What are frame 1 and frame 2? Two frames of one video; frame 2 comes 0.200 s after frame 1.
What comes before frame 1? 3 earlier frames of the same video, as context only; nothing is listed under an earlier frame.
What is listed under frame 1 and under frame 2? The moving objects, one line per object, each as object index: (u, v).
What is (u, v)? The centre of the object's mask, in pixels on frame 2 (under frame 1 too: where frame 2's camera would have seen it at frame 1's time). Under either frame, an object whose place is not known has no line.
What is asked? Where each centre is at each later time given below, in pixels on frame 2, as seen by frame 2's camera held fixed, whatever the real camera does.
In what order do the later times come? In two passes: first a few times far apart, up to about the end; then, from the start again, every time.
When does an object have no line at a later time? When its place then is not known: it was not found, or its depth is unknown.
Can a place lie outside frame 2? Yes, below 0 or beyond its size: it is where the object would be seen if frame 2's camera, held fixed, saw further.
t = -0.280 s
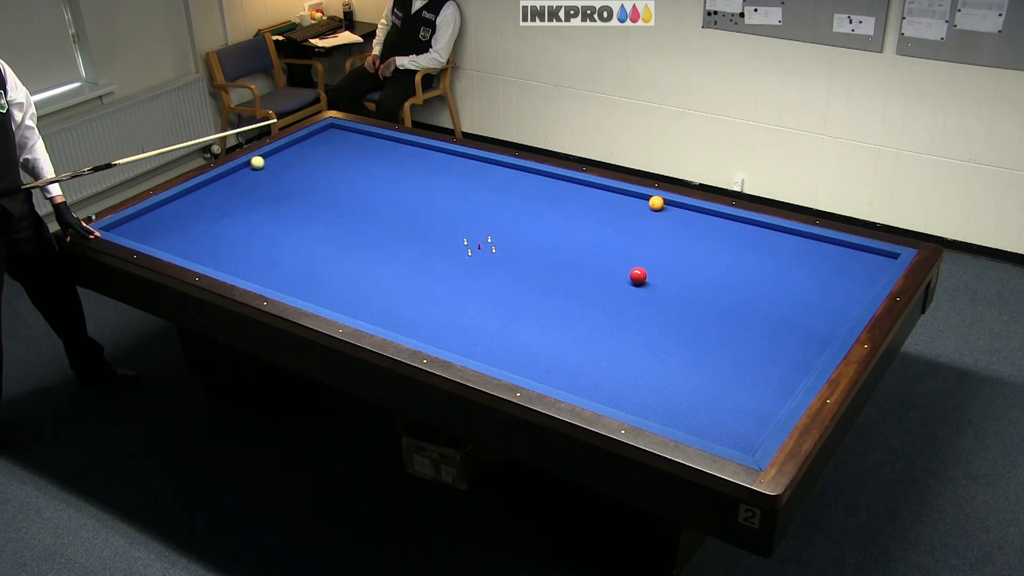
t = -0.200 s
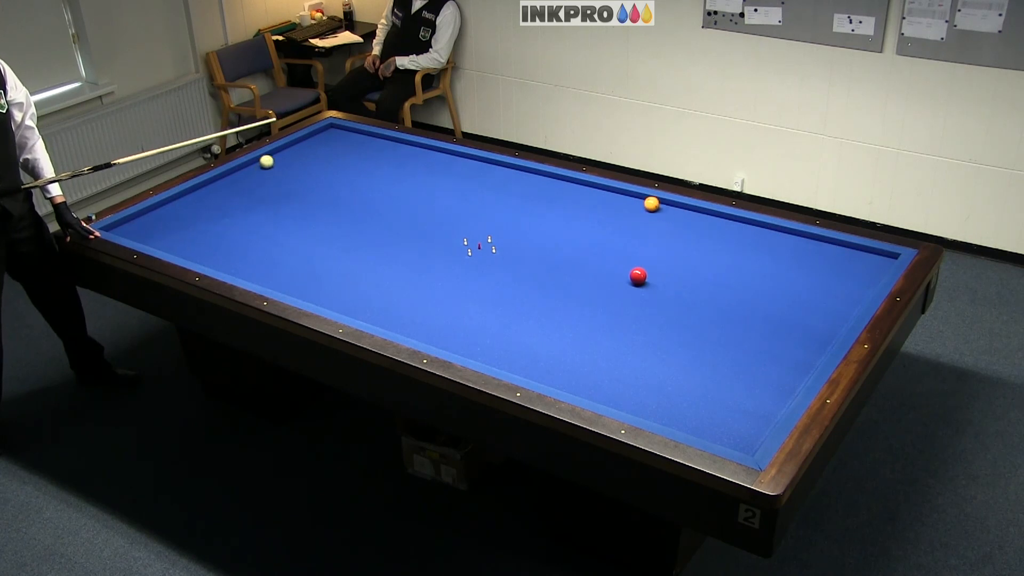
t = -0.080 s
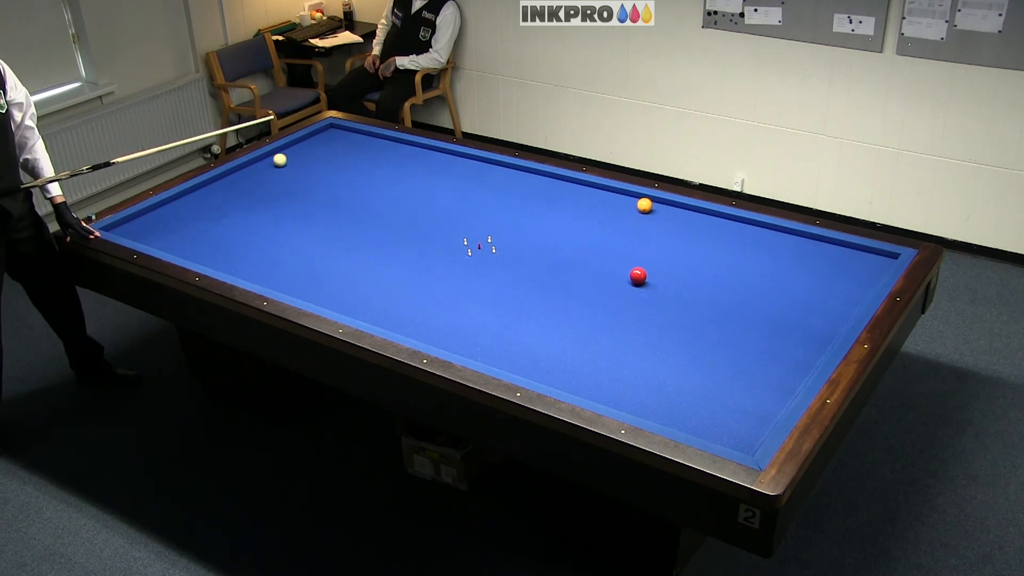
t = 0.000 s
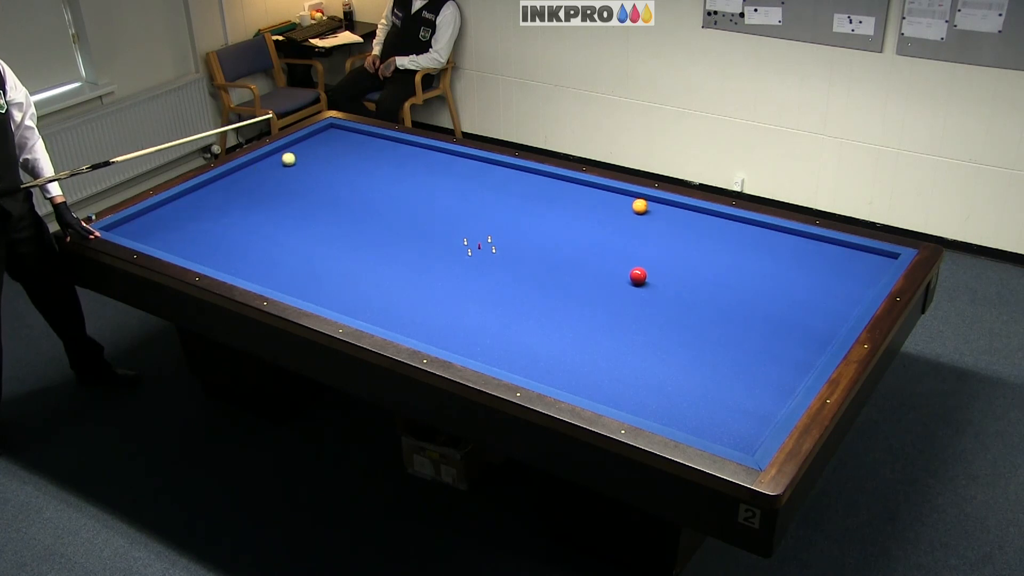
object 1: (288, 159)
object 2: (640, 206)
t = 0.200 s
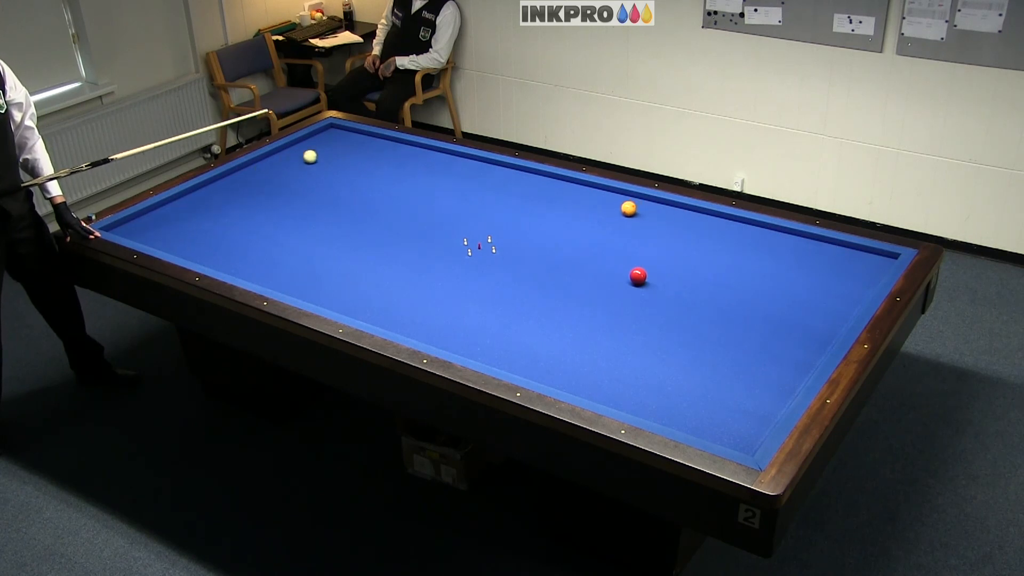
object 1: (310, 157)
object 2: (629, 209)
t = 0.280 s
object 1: (318, 156)
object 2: (624, 210)
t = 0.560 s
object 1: (347, 153)
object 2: (609, 213)
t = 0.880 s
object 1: (379, 149)
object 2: (593, 216)
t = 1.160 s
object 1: (406, 146)
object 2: (580, 219)
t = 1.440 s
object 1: (419, 149)
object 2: (567, 221)
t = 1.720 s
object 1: (425, 155)
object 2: (556, 224)
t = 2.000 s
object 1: (431, 161)
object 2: (544, 226)
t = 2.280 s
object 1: (436, 167)
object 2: (534, 228)
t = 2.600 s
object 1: (443, 174)
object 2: (524, 230)
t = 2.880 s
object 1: (448, 180)
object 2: (515, 232)
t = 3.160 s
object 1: (453, 185)
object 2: (508, 234)
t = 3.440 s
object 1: (458, 191)
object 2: (501, 235)
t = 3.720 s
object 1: (462, 196)
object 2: (495, 236)
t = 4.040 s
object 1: (467, 202)
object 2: (490, 237)
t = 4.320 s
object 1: (471, 207)
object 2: (486, 238)
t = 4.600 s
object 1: (475, 212)
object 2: (484, 239)
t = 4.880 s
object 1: (479, 216)
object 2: (482, 239)
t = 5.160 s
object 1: (482, 220)
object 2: (481, 239)
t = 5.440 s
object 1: (486, 224)
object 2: (480, 240)
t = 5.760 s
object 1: (489, 228)
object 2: (480, 239)
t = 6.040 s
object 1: (492, 231)
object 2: (480, 239)
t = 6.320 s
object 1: (494, 235)
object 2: (480, 240)
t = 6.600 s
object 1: (496, 238)
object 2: (480, 240)
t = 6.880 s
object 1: (498, 240)
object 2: (480, 240)
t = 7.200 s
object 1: (499, 242)
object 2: (480, 240)
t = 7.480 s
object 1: (500, 244)
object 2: (480, 240)
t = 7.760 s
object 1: (501, 245)
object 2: (480, 239)
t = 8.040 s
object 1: (501, 246)
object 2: (480, 239)
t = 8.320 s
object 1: (501, 247)
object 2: (480, 239)
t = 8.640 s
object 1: (501, 246)
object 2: (480, 239)
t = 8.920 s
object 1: (501, 246)
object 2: (480, 239)
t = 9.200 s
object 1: (501, 247)
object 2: (480, 240)
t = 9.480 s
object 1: (501, 247)
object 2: (480, 240)
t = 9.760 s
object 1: (501, 247)
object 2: (480, 240)
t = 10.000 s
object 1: (501, 247)
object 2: (480, 240)
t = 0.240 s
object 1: (314, 156)
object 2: (627, 209)
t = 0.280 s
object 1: (318, 156)
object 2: (624, 210)
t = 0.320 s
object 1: (323, 155)
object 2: (622, 210)
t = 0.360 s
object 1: (327, 155)
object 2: (620, 211)
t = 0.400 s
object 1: (331, 154)
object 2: (618, 211)
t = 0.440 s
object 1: (335, 154)
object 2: (616, 211)
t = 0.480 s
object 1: (339, 153)
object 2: (613, 212)
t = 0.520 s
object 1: (343, 153)
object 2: (611, 212)
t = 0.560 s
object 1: (347, 153)
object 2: (609, 213)
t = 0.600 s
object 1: (351, 152)
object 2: (607, 213)
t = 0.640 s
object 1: (355, 152)
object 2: (605, 213)
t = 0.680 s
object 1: (359, 151)
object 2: (603, 214)
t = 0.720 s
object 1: (363, 151)
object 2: (601, 214)
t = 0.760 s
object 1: (367, 150)
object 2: (599, 215)
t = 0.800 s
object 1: (371, 150)
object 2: (597, 215)
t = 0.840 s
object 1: (375, 150)
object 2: (595, 215)
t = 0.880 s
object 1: (379, 149)
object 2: (593, 216)
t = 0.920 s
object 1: (383, 149)
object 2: (591, 216)
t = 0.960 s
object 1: (387, 148)
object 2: (589, 217)
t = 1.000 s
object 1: (390, 148)
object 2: (587, 217)
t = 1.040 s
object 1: (394, 148)
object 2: (585, 217)
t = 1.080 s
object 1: (398, 147)
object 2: (584, 218)
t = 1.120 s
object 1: (402, 147)
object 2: (582, 218)
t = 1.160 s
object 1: (406, 146)
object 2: (580, 219)
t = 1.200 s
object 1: (409, 146)
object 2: (578, 219)
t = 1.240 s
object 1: (413, 145)
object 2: (576, 219)
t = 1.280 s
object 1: (416, 145)
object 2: (574, 220)
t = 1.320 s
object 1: (416, 147)
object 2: (572, 220)
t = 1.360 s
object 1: (417, 147)
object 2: (571, 220)
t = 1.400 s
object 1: (418, 148)
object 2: (569, 221)
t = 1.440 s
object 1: (419, 149)
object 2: (567, 221)
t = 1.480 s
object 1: (420, 150)
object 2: (566, 222)
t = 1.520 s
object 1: (420, 151)
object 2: (564, 222)
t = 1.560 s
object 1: (421, 152)
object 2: (562, 222)
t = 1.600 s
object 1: (422, 153)
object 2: (560, 223)
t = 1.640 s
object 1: (423, 154)
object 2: (559, 223)
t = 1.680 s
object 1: (424, 154)
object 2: (557, 223)
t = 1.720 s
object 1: (425, 155)
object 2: (556, 224)
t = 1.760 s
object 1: (426, 156)
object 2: (554, 224)
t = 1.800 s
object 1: (426, 157)
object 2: (552, 224)
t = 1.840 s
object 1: (427, 158)
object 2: (551, 225)
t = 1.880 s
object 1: (428, 159)
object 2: (549, 225)
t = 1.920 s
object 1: (429, 160)
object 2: (547, 225)
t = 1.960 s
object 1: (430, 161)
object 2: (546, 226)
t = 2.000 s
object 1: (431, 161)
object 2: (544, 226)
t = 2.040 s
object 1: (431, 162)
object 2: (543, 226)
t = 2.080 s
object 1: (432, 163)
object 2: (542, 226)
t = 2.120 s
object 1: (433, 164)
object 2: (540, 227)
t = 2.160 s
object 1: (434, 165)
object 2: (539, 227)
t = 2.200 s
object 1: (435, 166)
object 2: (537, 227)
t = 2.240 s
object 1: (436, 166)
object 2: (536, 228)
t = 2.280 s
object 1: (436, 167)
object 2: (534, 228)
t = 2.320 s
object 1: (437, 168)
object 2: (533, 228)
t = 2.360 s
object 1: (438, 169)
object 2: (532, 229)
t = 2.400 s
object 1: (439, 170)
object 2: (530, 229)
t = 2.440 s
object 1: (439, 171)
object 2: (529, 229)
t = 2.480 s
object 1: (440, 171)
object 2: (528, 229)
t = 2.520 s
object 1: (441, 172)
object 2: (526, 230)
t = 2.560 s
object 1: (442, 173)
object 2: (525, 230)
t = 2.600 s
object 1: (443, 174)
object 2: (524, 230)
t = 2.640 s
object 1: (443, 175)
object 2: (523, 230)
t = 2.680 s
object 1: (444, 176)
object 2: (521, 231)
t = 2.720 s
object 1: (445, 177)
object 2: (520, 231)
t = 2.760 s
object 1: (446, 177)
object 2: (519, 231)
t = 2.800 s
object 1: (446, 178)
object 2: (518, 232)
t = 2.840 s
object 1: (447, 179)
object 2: (517, 232)
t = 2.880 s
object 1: (448, 180)
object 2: (515, 232)
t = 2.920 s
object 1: (449, 181)
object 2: (514, 232)
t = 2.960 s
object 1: (449, 181)
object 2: (513, 232)
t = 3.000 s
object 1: (450, 182)
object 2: (512, 233)
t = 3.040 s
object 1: (451, 183)
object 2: (511, 233)
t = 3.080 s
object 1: (452, 184)
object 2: (510, 233)
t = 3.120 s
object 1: (452, 185)
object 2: (509, 233)
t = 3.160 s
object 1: (453, 185)
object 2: (508, 234)
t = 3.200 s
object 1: (454, 186)
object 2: (507, 234)
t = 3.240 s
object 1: (454, 187)
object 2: (506, 234)
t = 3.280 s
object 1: (455, 188)
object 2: (505, 234)
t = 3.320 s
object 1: (456, 188)
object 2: (504, 234)
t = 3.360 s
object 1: (456, 189)
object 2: (503, 235)
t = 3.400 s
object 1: (457, 190)
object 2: (502, 235)
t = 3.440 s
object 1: (458, 191)
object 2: (501, 235)
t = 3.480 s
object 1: (458, 192)
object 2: (500, 235)
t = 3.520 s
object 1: (459, 192)
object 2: (499, 235)
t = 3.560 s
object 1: (460, 193)
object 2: (499, 235)
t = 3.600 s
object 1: (460, 194)
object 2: (498, 235)
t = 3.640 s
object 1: (461, 195)
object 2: (497, 236)
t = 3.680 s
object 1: (461, 196)
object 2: (496, 236)
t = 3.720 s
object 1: (462, 196)
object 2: (495, 236)
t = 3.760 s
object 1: (463, 197)
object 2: (494, 236)
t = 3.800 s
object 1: (463, 198)
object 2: (494, 237)
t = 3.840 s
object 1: (464, 199)
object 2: (493, 237)
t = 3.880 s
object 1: (465, 199)
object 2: (493, 237)
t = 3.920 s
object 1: (465, 200)
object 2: (492, 237)
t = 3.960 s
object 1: (466, 201)
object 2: (491, 237)
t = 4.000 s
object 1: (467, 201)
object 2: (491, 237)
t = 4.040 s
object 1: (467, 202)
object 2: (490, 237)
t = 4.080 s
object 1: (468, 203)
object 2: (489, 237)
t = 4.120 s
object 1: (468, 203)
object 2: (489, 238)
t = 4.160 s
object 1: (469, 204)
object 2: (488, 238)
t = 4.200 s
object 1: (470, 205)
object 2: (488, 238)
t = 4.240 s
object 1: (470, 206)
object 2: (487, 238)
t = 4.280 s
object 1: (471, 206)
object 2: (487, 238)
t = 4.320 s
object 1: (471, 207)
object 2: (486, 238)
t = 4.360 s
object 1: (472, 208)
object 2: (486, 238)
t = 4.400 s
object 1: (472, 208)
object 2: (485, 238)
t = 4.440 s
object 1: (473, 209)
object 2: (485, 239)
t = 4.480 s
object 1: (474, 210)
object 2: (485, 239)
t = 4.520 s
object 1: (474, 211)
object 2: (484, 239)
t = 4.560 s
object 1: (475, 211)
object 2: (484, 239)
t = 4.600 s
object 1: (475, 212)
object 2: (484, 239)
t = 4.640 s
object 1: (476, 213)
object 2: (483, 239)
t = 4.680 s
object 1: (476, 213)
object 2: (483, 239)
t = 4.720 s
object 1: (477, 214)
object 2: (483, 239)
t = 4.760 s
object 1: (477, 214)
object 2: (482, 239)
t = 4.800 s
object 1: (478, 215)
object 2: (482, 239)
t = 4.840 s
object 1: (478, 216)
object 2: (482, 239)
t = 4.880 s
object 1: (479, 216)
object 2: (482, 239)
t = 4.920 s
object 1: (479, 217)
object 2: (481, 240)
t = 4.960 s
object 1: (480, 218)
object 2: (481, 240)
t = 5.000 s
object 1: (481, 218)
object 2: (481, 240)
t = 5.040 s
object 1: (481, 219)
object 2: (480, 240)
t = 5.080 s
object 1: (482, 219)
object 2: (480, 240)
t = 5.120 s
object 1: (482, 220)
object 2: (480, 240)
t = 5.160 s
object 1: (482, 220)
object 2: (481, 239)
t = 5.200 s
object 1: (483, 221)
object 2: (480, 240)
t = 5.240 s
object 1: (483, 222)
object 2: (480, 239)
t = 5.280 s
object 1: (484, 222)
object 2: (480, 240)
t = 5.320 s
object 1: (484, 223)
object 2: (480, 240)
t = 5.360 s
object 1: (485, 223)
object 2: (480, 240)
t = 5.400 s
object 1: (485, 224)
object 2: (480, 240)
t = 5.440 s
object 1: (486, 224)
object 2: (480, 240)
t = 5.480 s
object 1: (486, 224)
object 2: (480, 240)
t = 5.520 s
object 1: (487, 225)
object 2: (480, 240)
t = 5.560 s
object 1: (487, 225)
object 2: (480, 239)
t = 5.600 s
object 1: (488, 226)
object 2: (480, 239)
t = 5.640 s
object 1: (488, 227)
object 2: (480, 239)
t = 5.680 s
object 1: (489, 227)
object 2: (480, 239)
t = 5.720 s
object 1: (489, 228)
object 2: (480, 239)
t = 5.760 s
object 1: (489, 228)
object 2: (480, 239)
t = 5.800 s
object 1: (490, 228)
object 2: (480, 239)
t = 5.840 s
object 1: (490, 229)
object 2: (480, 239)
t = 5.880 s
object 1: (491, 229)
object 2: (480, 239)
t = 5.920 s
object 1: (491, 230)
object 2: (480, 239)
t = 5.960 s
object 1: (491, 230)
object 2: (480, 239)
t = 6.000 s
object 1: (492, 231)
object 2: (480, 239)
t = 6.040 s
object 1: (492, 231)
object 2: (480, 239)
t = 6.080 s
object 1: (492, 232)
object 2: (480, 240)
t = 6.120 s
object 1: (493, 232)
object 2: (480, 239)
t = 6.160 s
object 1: (493, 233)
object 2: (480, 240)
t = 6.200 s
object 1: (493, 233)
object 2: (480, 239)
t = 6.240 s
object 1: (494, 234)
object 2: (480, 240)
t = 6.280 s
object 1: (494, 234)
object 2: (480, 240)
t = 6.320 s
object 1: (494, 235)
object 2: (480, 240)
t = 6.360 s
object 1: (495, 235)
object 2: (480, 240)
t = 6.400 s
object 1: (495, 236)
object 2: (480, 240)
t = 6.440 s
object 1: (495, 236)
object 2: (480, 239)
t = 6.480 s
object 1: (495, 236)
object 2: (480, 240)
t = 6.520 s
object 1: (496, 237)
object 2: (480, 240)
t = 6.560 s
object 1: (496, 237)
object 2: (480, 240)
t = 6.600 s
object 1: (496, 238)
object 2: (480, 240)
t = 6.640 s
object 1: (496, 238)
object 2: (480, 240)
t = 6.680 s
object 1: (496, 238)
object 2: (480, 240)
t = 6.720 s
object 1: (497, 239)
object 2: (480, 240)
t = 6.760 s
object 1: (497, 239)
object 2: (481, 240)
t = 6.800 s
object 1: (498, 239)
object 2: (480, 240)
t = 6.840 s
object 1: (498, 240)
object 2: (480, 240)
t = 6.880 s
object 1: (498, 240)
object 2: (480, 240)
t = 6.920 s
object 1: (498, 240)
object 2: (480, 240)
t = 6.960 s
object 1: (498, 241)
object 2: (480, 240)
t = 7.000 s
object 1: (498, 241)
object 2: (480, 240)
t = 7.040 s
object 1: (499, 241)
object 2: (480, 240)
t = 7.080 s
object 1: (499, 241)
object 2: (480, 240)
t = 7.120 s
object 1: (499, 242)
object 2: (480, 240)
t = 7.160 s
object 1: (499, 242)
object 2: (480, 240)
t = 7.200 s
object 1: (499, 242)
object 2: (480, 240)
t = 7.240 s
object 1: (499, 243)
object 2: (480, 240)
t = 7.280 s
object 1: (499, 243)
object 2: (480, 240)
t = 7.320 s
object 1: (500, 243)
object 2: (480, 240)
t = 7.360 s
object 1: (500, 243)
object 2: (480, 240)
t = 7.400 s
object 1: (500, 244)
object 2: (480, 240)
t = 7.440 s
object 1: (500, 244)
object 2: (480, 240)
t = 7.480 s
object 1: (500, 244)
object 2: (480, 240)
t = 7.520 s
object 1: (500, 244)
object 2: (480, 240)
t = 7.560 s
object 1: (500, 244)
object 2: (480, 240)
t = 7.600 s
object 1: (500, 245)
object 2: (480, 239)
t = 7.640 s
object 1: (500, 245)
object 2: (480, 240)
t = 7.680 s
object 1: (501, 245)
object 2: (480, 239)
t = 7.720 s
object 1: (501, 245)
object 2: (480, 240)
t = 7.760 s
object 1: (501, 245)
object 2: (480, 239)
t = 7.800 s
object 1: (501, 246)
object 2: (480, 240)
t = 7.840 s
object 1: (501, 246)
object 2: (480, 239)
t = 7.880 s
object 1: (501, 246)
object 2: (480, 239)
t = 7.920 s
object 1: (501, 246)
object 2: (480, 240)
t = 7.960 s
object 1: (501, 246)
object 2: (480, 239)
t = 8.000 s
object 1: (501, 246)
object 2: (480, 240)
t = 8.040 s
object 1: (501, 246)
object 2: (480, 239)
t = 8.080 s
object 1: (501, 246)
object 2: (480, 240)
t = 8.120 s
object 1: (501, 246)
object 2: (480, 239)
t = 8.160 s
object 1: (501, 246)
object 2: (480, 239)
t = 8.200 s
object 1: (501, 246)
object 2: (480, 239)
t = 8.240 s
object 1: (501, 247)
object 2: (480, 239)
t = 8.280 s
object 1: (501, 247)
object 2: (481, 239)
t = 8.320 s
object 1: (501, 247)
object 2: (480, 239)
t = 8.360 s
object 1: (501, 246)
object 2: (480, 239)
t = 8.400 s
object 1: (501, 247)
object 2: (480, 239)
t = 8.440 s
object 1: (501, 247)
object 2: (481, 239)
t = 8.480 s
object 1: (501, 246)
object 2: (480, 239)
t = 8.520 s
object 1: (501, 247)
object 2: (480, 239)
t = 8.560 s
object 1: (501, 247)
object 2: (481, 239)
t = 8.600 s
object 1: (501, 246)
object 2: (480, 239)
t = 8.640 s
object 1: (501, 246)
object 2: (480, 239)
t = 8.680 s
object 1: (501, 246)
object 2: (480, 239)
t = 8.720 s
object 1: (501, 246)
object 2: (480, 239)
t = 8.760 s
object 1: (501, 246)
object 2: (480, 239)
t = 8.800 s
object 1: (501, 246)
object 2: (480, 239)
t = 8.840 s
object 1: (501, 246)
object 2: (480, 239)
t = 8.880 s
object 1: (501, 246)
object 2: (480, 240)
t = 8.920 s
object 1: (501, 246)
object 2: (480, 239)
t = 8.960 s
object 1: (501, 246)
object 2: (480, 239)
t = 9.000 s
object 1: (501, 246)
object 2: (480, 239)
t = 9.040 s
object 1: (501, 246)
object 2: (480, 239)
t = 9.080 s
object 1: (501, 247)
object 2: (480, 240)
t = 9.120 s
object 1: (501, 247)
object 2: (480, 240)
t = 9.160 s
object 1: (501, 247)
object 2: (480, 240)
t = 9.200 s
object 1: (501, 247)
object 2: (480, 240)
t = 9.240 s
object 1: (501, 247)
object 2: (480, 240)
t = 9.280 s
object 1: (501, 247)
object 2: (480, 240)
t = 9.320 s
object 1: (501, 247)
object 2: (480, 240)
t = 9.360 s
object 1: (501, 247)
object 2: (480, 240)
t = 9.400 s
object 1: (501, 247)
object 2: (480, 240)
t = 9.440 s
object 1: (501, 247)
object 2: (480, 240)
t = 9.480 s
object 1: (501, 247)
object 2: (480, 240)
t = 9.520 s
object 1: (501, 247)
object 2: (480, 240)
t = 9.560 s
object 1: (501, 247)
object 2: (480, 240)
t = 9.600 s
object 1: (501, 247)
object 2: (480, 240)
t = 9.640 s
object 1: (501, 247)
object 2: (480, 240)
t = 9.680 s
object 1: (501, 247)
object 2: (480, 240)
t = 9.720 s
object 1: (501, 247)
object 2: (480, 240)
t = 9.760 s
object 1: (501, 247)
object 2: (480, 240)
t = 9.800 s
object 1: (501, 247)
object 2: (480, 240)
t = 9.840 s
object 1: (501, 247)
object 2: (480, 240)
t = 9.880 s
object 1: (501, 247)
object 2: (480, 240)
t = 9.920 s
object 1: (501, 246)
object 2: (480, 240)
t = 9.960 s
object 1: (501, 247)
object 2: (480, 240)
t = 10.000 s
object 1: (501, 247)
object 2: (480, 240)
